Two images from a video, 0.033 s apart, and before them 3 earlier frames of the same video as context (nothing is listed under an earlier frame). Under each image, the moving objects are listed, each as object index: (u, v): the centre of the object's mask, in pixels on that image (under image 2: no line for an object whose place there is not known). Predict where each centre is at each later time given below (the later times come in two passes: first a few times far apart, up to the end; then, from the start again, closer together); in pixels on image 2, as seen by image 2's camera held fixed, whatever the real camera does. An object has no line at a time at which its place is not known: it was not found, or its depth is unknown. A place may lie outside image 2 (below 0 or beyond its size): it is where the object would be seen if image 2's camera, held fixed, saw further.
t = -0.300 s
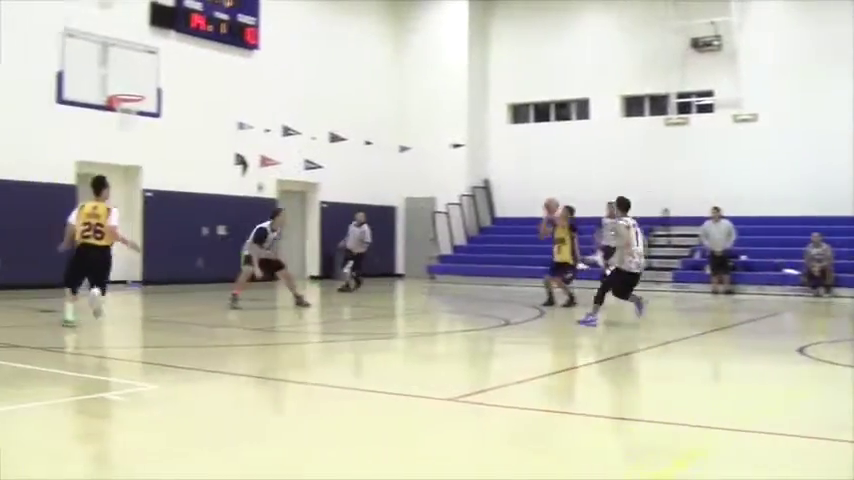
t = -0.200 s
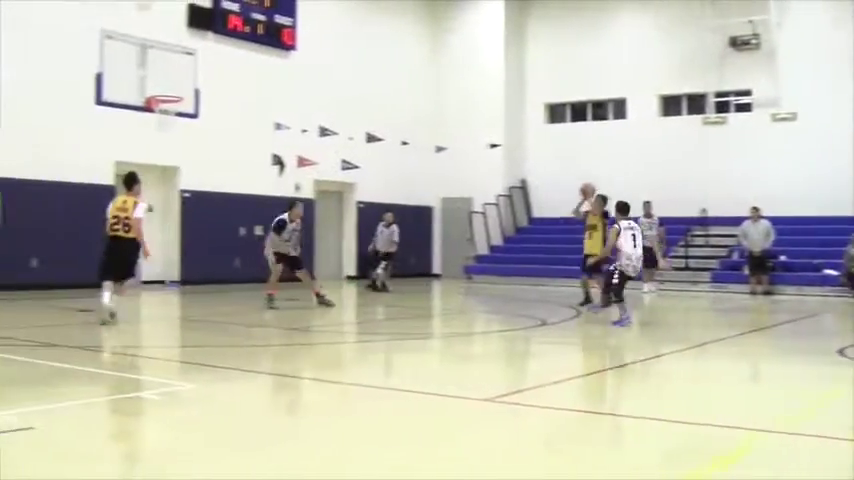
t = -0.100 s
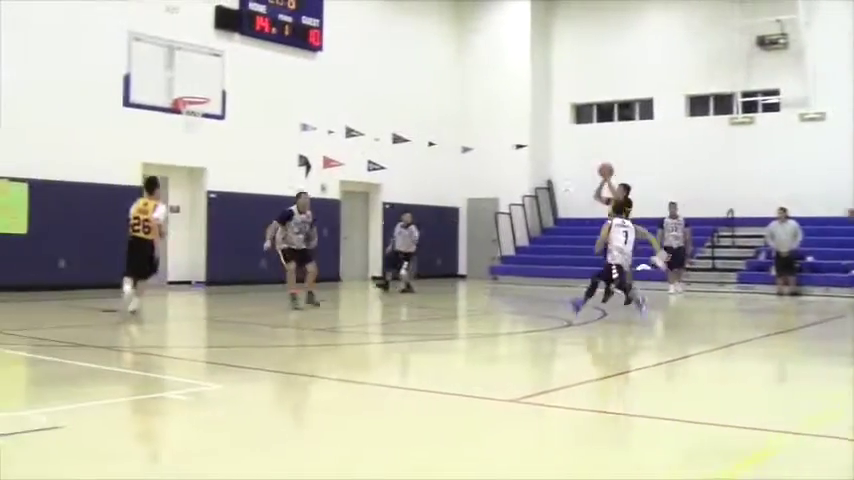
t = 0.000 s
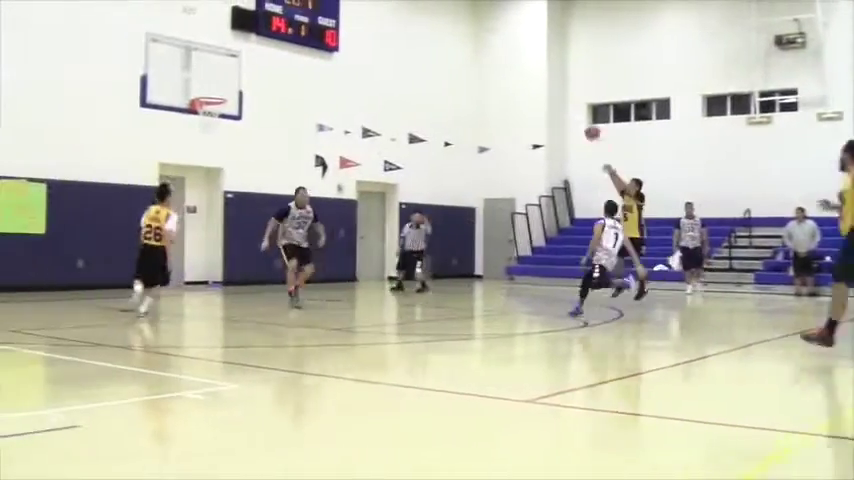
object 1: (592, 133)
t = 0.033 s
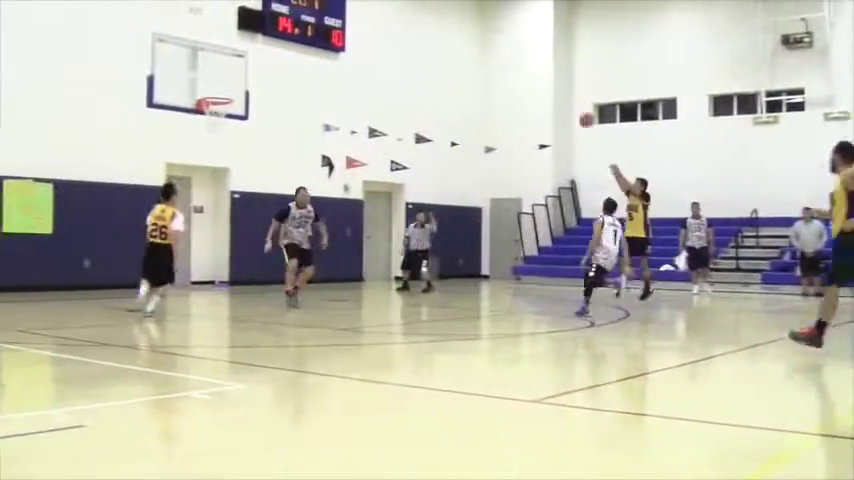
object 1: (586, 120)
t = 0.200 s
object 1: (527, 70)
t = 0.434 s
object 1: (446, 29)
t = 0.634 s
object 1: (376, 22)
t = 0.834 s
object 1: (306, 39)
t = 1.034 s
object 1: (238, 83)
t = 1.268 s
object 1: (204, 117)
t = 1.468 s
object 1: (205, 145)
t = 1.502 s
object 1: (205, 152)
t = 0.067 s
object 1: (574, 109)
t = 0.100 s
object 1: (562, 98)
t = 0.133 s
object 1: (551, 88)
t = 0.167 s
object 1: (539, 79)
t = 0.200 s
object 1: (527, 70)
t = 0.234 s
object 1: (515, 62)
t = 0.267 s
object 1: (503, 54)
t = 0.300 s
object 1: (491, 48)
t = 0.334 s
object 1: (480, 42)
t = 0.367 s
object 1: (469, 38)
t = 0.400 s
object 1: (458, 33)
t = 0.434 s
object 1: (446, 29)
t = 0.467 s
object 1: (434, 27)
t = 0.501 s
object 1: (423, 25)
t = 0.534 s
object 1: (411, 23)
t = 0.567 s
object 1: (399, 22)
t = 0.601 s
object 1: (387, 22)
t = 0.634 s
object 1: (376, 22)
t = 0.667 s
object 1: (364, 24)
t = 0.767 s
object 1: (329, 32)
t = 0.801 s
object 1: (318, 35)
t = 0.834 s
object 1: (306, 39)
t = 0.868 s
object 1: (293, 45)
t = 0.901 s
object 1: (282, 51)
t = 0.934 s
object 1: (272, 58)
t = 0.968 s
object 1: (261, 66)
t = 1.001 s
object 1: (250, 74)
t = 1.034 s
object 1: (238, 83)
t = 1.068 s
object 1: (227, 91)
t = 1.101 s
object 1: (215, 101)
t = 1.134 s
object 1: (205, 103)
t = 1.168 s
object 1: (204, 108)
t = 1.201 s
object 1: (204, 112)
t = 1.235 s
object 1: (204, 111)
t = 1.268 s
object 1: (204, 117)
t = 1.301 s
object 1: (205, 118)
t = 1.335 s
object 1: (204, 123)
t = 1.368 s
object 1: (205, 127)
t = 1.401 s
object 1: (205, 133)
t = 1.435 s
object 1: (205, 138)
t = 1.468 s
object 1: (205, 145)
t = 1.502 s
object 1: (205, 152)
